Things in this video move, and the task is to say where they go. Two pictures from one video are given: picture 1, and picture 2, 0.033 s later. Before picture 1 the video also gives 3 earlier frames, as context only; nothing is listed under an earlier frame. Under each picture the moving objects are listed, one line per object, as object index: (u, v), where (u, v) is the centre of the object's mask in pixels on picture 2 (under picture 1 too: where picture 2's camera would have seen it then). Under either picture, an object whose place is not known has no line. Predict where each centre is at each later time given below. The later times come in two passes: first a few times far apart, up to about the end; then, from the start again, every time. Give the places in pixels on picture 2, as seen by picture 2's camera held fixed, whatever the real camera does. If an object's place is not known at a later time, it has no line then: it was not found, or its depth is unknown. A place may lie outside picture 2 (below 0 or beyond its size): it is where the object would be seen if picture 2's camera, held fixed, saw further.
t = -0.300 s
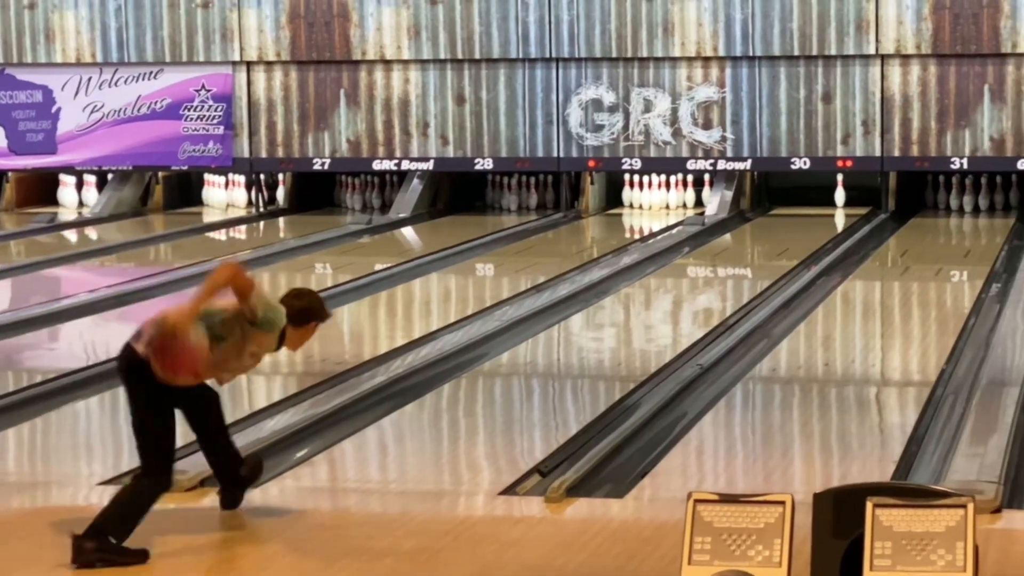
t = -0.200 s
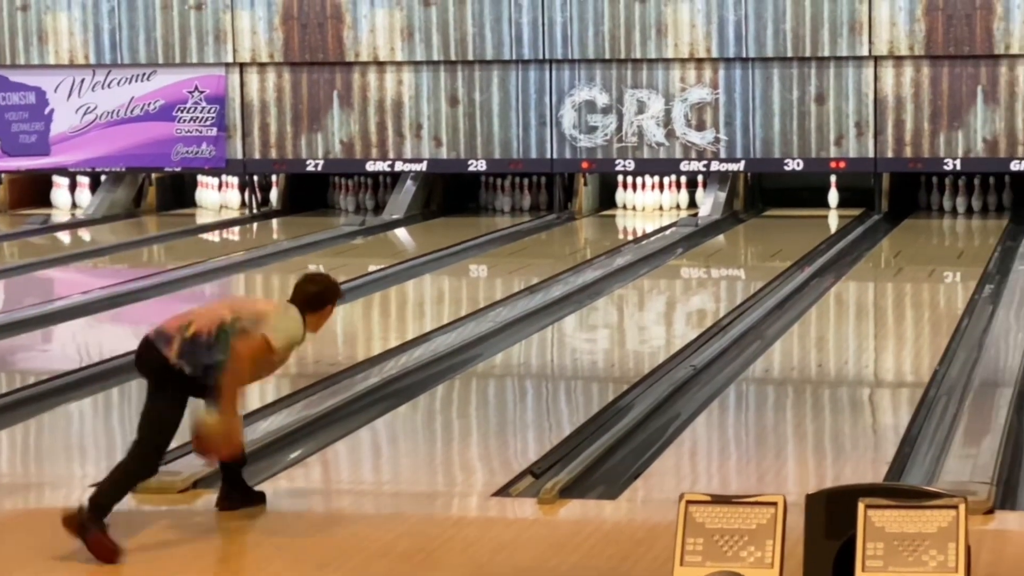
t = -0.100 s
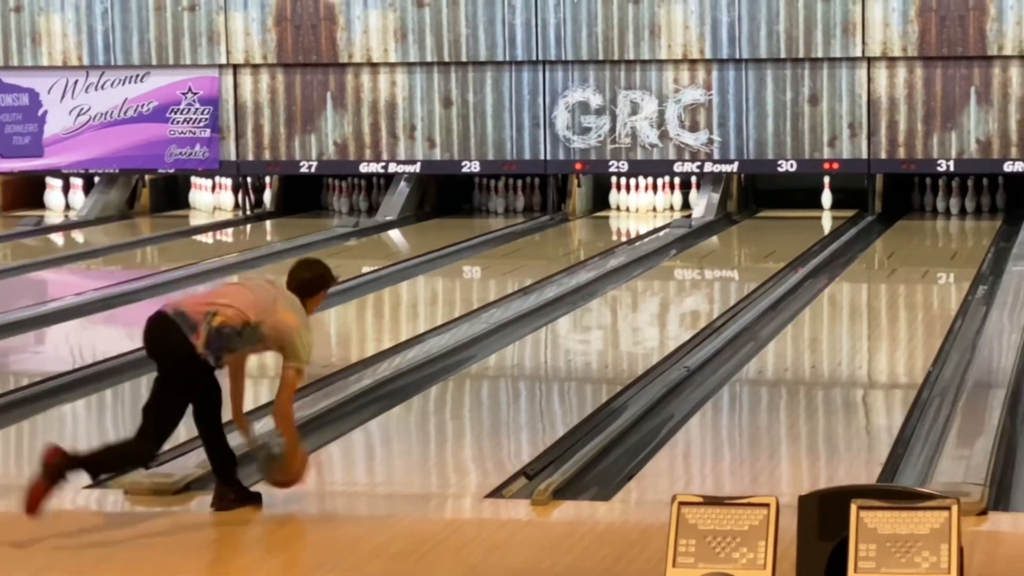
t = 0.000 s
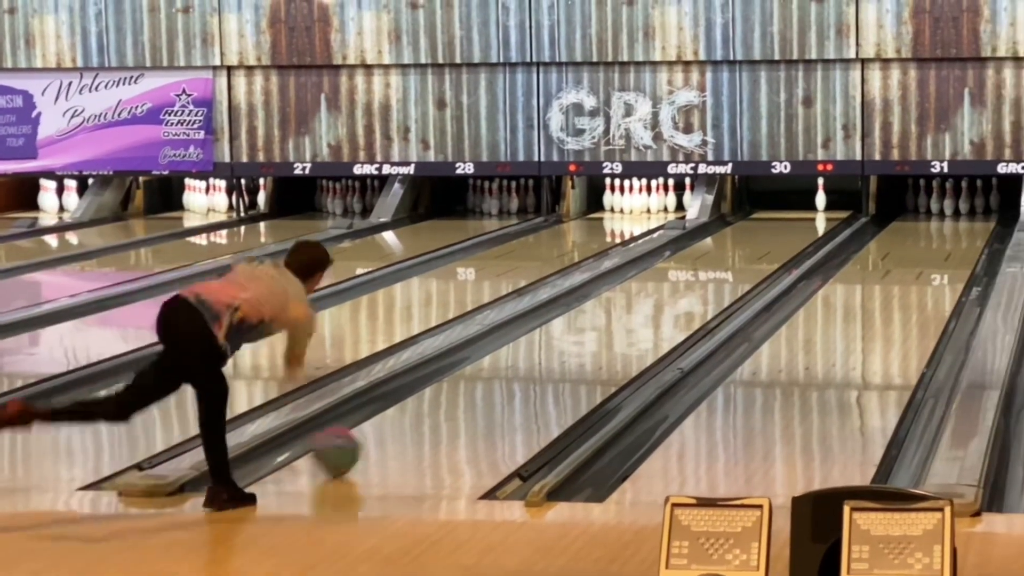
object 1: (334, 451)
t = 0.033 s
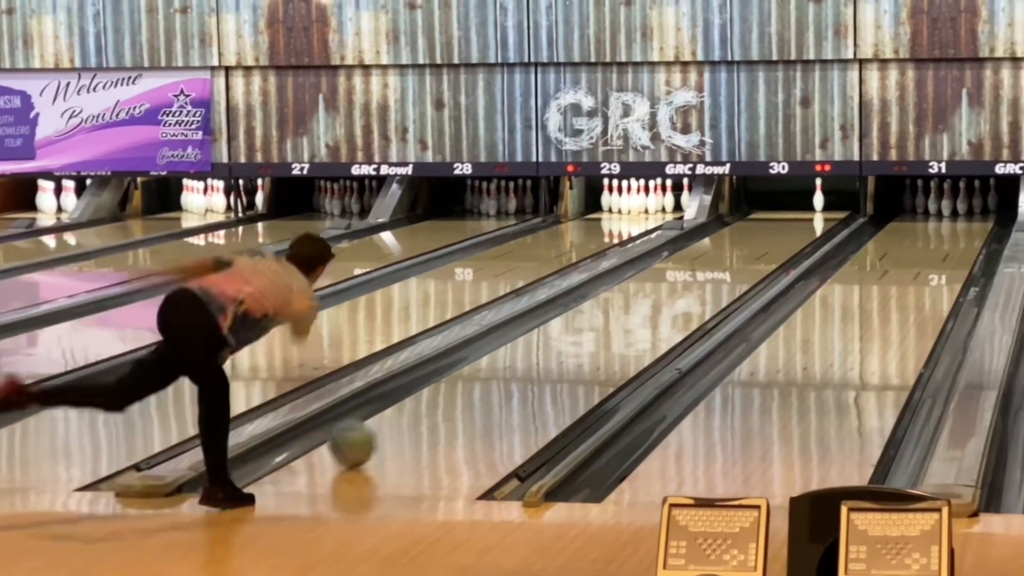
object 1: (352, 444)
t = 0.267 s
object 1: (459, 391)
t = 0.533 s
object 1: (552, 347)
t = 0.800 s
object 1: (623, 312)
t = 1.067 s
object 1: (679, 284)
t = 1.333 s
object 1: (726, 262)
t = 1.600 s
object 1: (763, 244)
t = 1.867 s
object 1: (792, 229)
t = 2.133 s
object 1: (816, 216)
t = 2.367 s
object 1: (830, 206)
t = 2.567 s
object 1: (838, 201)
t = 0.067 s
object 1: (370, 435)
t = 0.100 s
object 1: (386, 427)
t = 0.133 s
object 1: (402, 419)
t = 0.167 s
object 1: (417, 412)
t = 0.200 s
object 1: (431, 404)
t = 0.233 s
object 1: (446, 398)
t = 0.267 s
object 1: (459, 391)
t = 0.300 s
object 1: (473, 384)
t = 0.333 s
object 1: (485, 378)
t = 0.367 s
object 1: (497, 372)
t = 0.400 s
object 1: (509, 366)
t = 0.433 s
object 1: (520, 361)
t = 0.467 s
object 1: (531, 356)
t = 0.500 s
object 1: (541, 351)
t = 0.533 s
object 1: (552, 347)
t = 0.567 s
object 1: (562, 342)
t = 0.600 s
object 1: (571, 337)
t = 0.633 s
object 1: (580, 332)
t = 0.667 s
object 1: (589, 328)
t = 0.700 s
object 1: (598, 325)
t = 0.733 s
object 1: (606, 320)
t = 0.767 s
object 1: (615, 316)
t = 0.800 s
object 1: (623, 312)
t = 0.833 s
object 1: (631, 308)
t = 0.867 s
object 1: (638, 305)
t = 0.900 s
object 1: (646, 301)
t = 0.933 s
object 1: (653, 298)
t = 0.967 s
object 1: (660, 294)
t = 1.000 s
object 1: (666, 291)
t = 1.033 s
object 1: (674, 288)
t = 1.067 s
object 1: (679, 284)
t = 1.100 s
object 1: (686, 282)
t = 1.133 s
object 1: (692, 279)
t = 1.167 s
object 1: (698, 277)
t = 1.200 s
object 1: (705, 274)
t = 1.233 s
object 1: (710, 271)
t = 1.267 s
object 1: (714, 267)
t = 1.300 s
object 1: (721, 265)
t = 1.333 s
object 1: (726, 262)
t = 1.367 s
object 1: (731, 261)
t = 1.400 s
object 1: (736, 258)
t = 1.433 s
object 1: (740, 255)
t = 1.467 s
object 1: (746, 253)
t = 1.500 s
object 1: (750, 251)
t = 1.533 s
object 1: (755, 250)
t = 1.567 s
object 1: (758, 246)
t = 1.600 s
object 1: (763, 244)
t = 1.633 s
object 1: (767, 242)
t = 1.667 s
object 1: (771, 240)
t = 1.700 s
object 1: (775, 238)
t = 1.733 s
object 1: (778, 235)
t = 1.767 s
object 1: (783, 235)
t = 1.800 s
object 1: (786, 233)
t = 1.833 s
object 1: (790, 231)
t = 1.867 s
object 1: (792, 229)
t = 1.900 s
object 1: (795, 228)
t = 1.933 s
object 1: (800, 226)
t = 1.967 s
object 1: (802, 224)
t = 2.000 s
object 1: (805, 223)
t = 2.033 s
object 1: (808, 221)
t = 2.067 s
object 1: (810, 219)
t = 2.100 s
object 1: (813, 218)
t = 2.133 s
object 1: (816, 216)
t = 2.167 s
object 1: (818, 215)
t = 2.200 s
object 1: (820, 213)
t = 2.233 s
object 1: (822, 212)
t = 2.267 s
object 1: (824, 210)
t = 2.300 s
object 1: (826, 210)
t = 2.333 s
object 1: (828, 208)
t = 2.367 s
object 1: (830, 206)
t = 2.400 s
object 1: (832, 205)
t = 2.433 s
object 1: (833, 204)
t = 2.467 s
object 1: (834, 203)
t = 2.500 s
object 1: (835, 202)
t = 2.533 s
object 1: (837, 200)
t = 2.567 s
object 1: (838, 201)
